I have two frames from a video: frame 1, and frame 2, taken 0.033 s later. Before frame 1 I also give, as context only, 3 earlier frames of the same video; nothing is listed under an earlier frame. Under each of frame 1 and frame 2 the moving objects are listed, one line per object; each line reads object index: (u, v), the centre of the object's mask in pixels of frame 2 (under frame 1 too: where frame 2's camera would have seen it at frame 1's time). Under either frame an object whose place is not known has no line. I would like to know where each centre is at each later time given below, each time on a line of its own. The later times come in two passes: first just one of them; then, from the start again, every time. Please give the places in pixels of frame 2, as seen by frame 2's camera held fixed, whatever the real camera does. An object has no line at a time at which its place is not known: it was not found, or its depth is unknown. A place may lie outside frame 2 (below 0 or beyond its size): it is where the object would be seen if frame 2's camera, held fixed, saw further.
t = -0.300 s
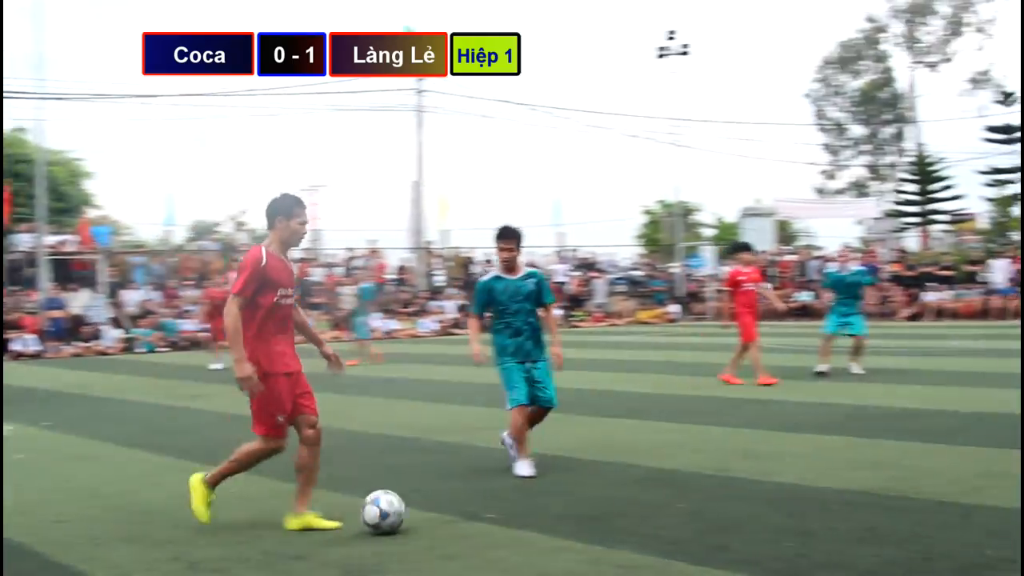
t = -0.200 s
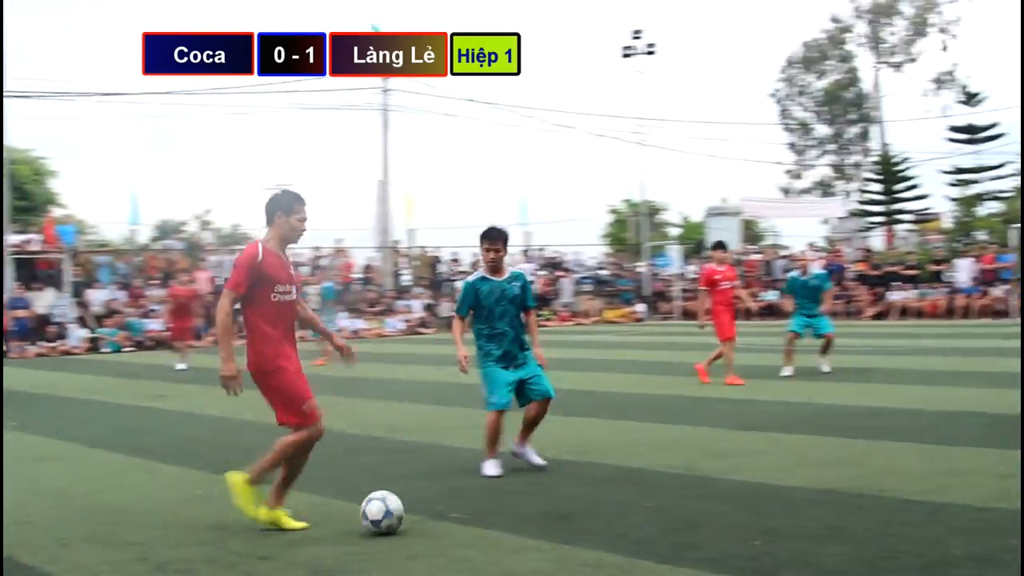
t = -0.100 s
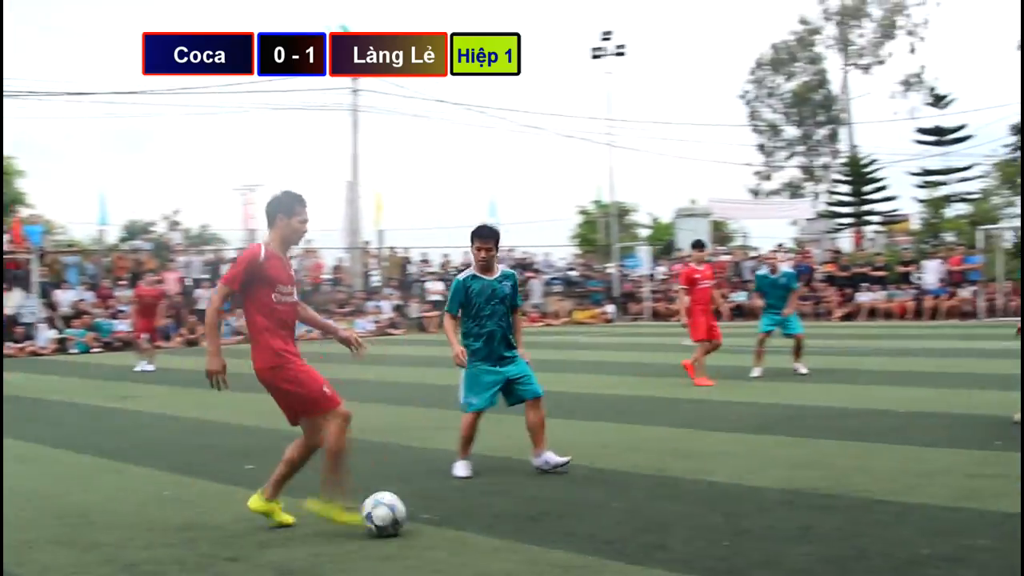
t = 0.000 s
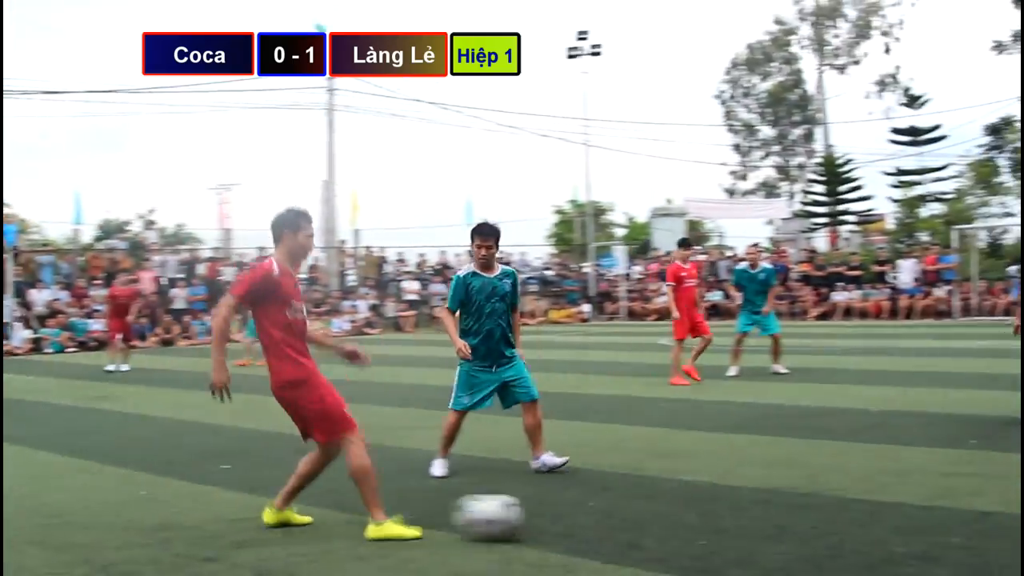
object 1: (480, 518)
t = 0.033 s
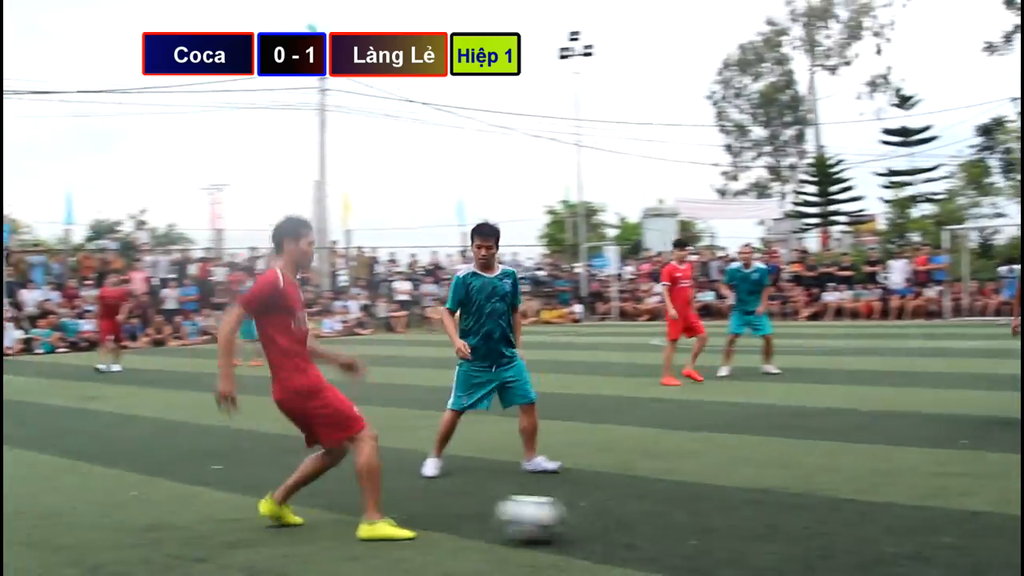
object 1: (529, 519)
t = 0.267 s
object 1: (887, 528)
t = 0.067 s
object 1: (579, 520)
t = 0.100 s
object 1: (631, 521)
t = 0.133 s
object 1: (681, 522)
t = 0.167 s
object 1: (732, 525)
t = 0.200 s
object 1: (784, 526)
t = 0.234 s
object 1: (834, 526)
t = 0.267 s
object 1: (887, 528)
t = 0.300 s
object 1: (935, 528)
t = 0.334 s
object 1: (988, 530)
